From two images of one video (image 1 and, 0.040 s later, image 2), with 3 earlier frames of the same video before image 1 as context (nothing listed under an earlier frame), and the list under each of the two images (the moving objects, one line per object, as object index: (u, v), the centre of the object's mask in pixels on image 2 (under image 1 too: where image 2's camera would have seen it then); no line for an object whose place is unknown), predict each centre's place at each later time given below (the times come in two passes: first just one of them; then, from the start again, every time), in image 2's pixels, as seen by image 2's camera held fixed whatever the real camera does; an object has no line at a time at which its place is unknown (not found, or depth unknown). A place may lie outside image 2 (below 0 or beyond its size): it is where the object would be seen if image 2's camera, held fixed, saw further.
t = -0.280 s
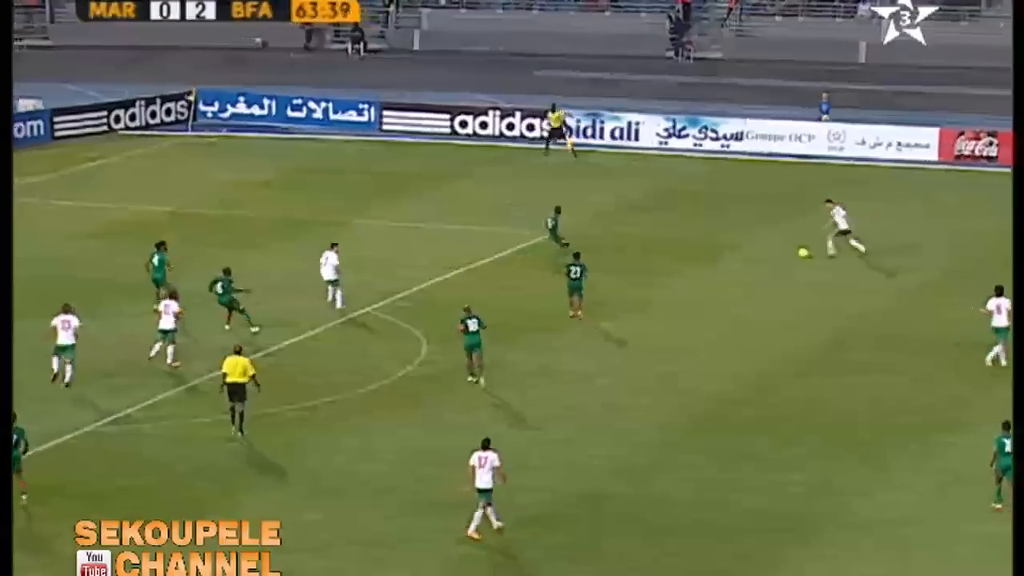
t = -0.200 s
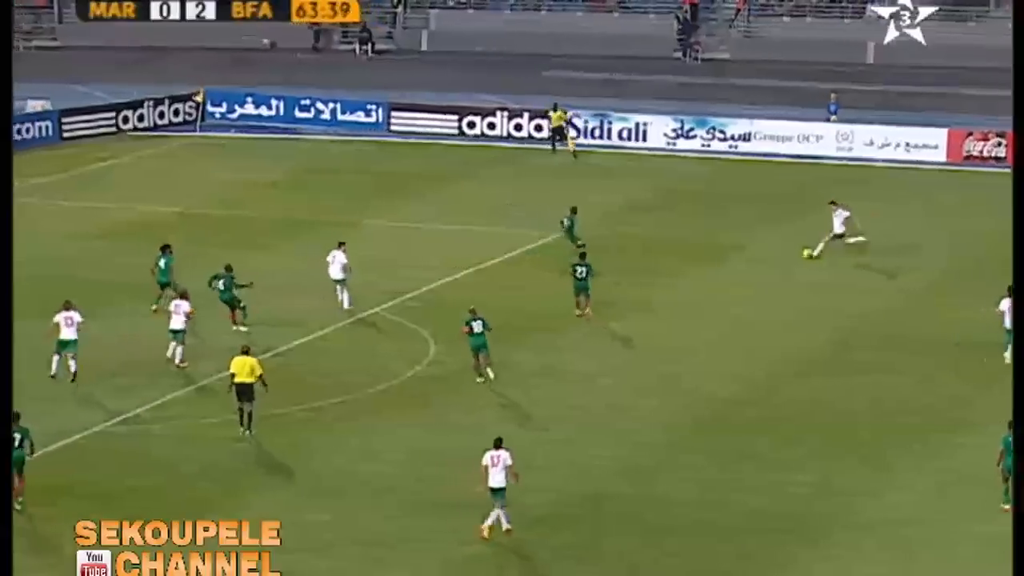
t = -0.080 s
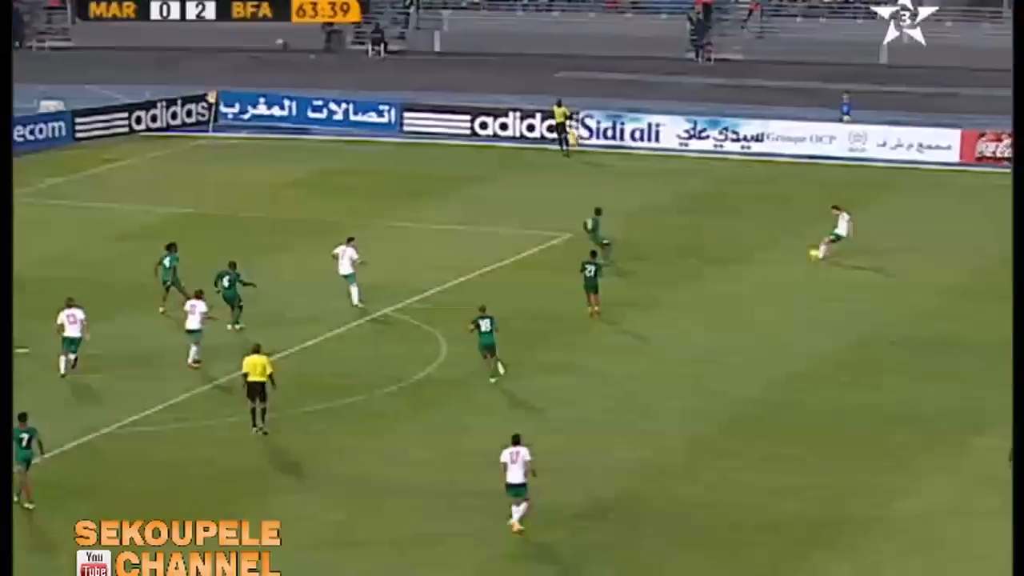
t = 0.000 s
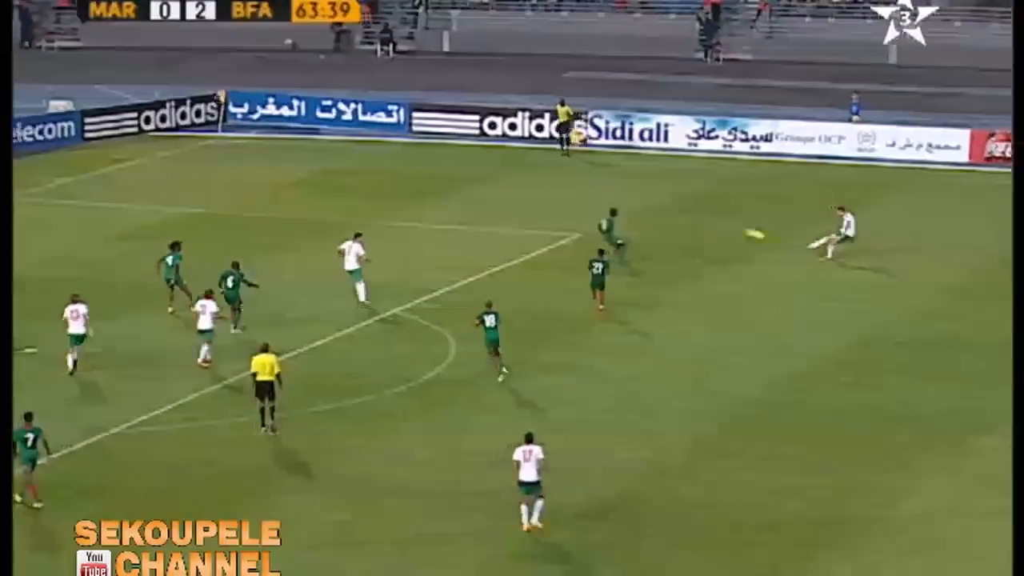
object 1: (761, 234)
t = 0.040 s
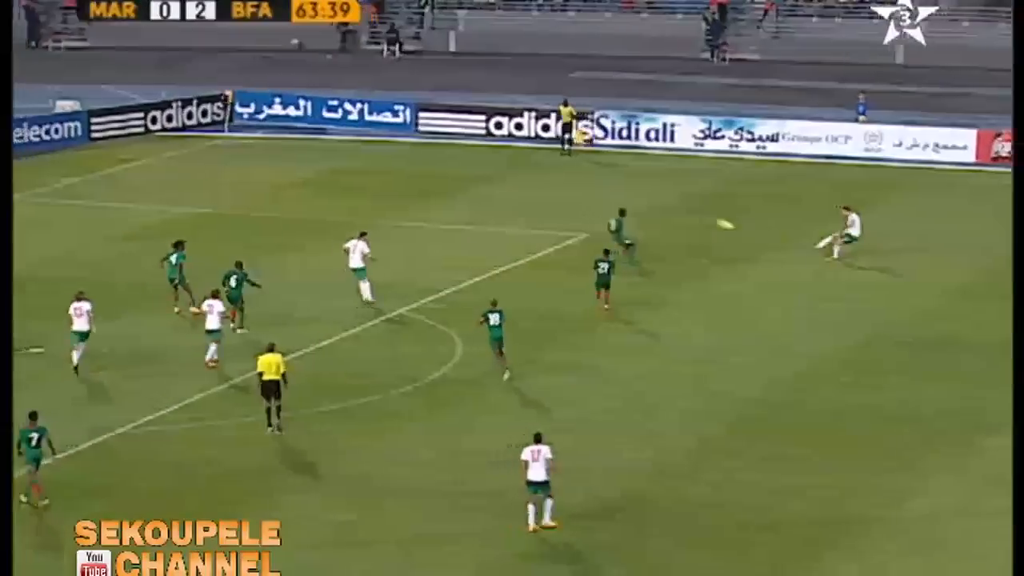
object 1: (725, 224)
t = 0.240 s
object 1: (555, 192)
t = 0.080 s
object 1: (690, 215)
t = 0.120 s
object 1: (656, 209)
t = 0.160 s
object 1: (622, 202)
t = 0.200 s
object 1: (588, 197)
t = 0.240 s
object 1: (555, 192)
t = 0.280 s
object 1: (522, 188)
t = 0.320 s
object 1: (490, 184)
